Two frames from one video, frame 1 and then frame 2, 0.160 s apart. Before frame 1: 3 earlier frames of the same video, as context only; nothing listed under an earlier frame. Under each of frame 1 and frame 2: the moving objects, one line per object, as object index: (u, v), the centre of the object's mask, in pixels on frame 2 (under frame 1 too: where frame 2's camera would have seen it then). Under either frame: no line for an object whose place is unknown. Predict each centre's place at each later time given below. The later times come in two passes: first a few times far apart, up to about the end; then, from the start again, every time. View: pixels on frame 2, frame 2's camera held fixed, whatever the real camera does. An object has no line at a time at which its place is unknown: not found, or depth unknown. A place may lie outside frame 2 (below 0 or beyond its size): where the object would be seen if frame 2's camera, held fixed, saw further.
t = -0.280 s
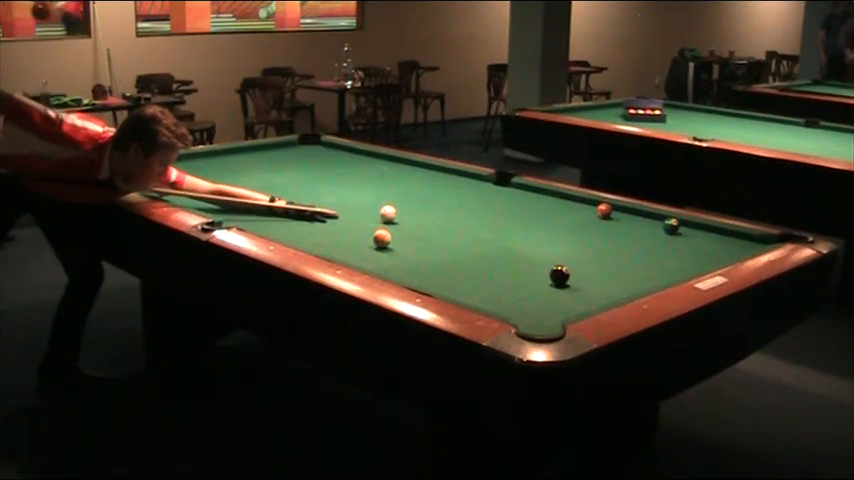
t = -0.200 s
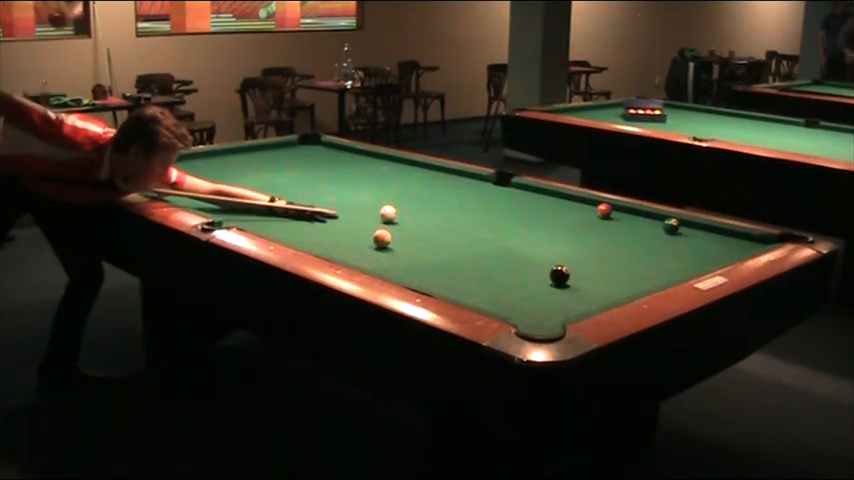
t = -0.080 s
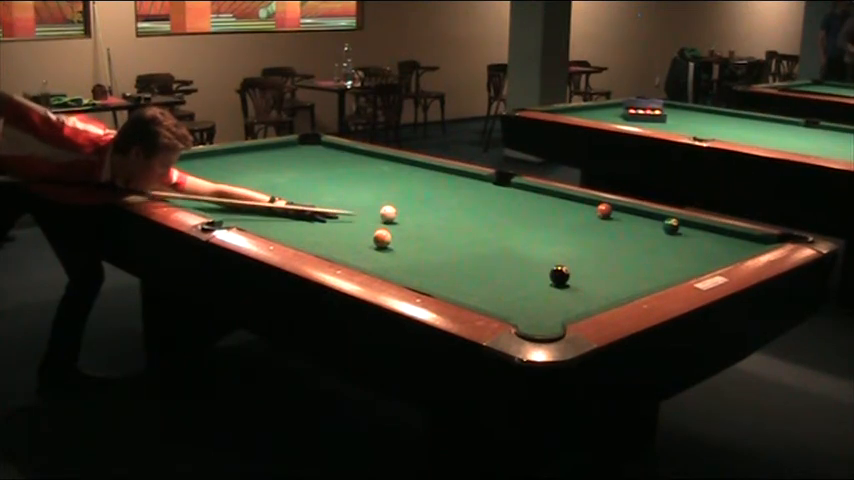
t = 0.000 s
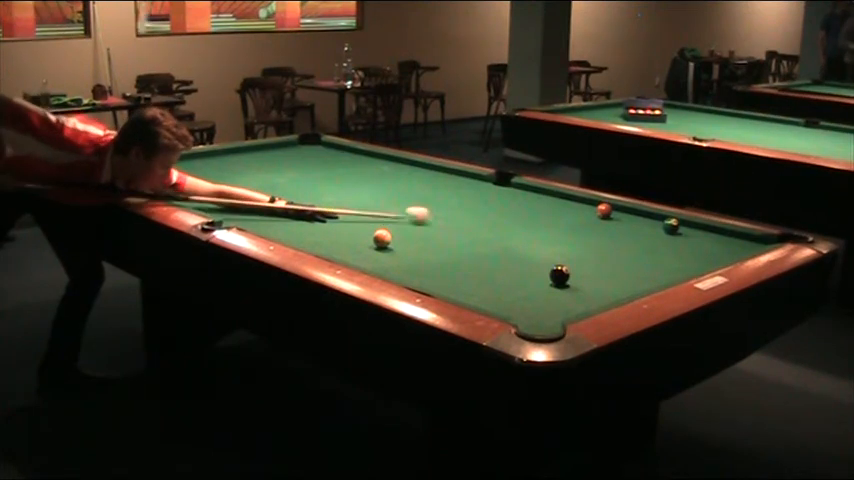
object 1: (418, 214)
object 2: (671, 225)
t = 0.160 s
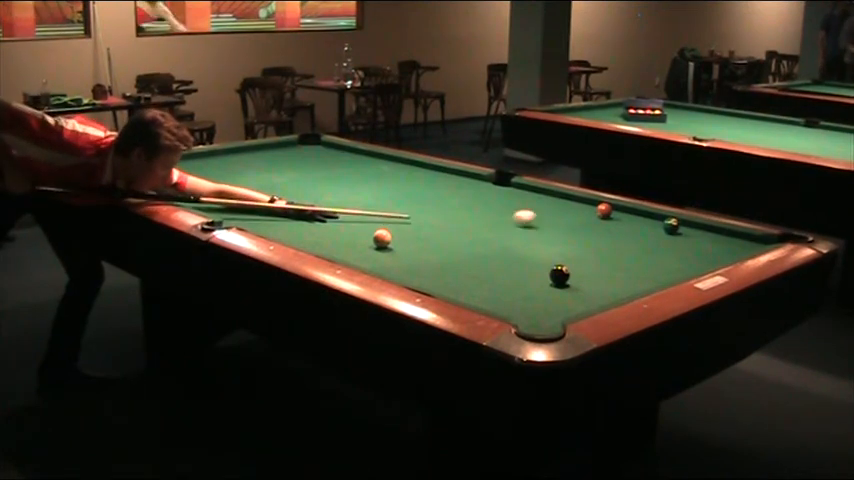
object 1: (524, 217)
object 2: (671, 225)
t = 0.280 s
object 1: (593, 220)
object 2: (671, 225)
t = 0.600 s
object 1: (661, 217)
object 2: (720, 233)
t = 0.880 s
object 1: (627, 219)
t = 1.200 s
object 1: (590, 221)
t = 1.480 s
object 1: (558, 222)
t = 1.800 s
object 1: (523, 223)
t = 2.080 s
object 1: (493, 224)
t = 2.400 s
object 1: (461, 225)
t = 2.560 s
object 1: (446, 225)
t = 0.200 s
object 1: (548, 218)
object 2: (671, 225)
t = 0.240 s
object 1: (571, 219)
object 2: (671, 225)
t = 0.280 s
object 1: (593, 220)
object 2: (671, 225)
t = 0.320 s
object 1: (613, 221)
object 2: (671, 225)
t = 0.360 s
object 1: (631, 222)
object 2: (671, 225)
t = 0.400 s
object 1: (649, 222)
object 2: (671, 225)
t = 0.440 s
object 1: (657, 221)
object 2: (679, 227)
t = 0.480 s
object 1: (662, 220)
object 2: (692, 228)
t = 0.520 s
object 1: (666, 219)
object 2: (702, 231)
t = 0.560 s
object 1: (667, 218)
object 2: (711, 233)
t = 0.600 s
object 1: (661, 217)
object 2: (720, 233)
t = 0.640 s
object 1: (656, 218)
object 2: (730, 235)
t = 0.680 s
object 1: (651, 218)
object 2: (739, 238)
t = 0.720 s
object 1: (646, 219)
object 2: (747, 238)
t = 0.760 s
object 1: (641, 219)
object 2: (755, 240)
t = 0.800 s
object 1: (637, 219)
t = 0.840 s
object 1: (632, 219)
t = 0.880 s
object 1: (627, 219)
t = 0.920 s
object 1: (622, 219)
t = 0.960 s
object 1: (618, 219)
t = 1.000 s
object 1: (613, 220)
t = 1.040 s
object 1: (608, 220)
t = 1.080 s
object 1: (603, 220)
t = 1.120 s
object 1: (598, 220)
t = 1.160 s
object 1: (594, 220)
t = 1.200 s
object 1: (590, 221)
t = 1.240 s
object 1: (585, 221)
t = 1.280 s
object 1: (580, 221)
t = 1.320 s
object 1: (576, 221)
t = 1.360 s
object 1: (571, 221)
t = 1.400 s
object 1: (567, 221)
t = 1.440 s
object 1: (562, 222)
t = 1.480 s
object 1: (558, 222)
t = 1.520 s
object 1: (553, 222)
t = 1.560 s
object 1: (549, 222)
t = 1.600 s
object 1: (544, 222)
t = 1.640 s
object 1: (540, 222)
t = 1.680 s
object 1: (536, 222)
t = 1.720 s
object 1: (532, 222)
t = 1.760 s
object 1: (527, 223)
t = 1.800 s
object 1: (523, 223)
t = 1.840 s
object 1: (518, 223)
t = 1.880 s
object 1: (514, 223)
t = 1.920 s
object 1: (510, 223)
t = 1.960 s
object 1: (505, 223)
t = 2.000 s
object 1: (501, 223)
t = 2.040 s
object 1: (497, 224)
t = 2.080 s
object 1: (493, 224)
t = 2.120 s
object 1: (489, 224)
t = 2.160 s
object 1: (485, 224)
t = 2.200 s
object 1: (481, 224)
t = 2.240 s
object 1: (477, 224)
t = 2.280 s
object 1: (473, 224)
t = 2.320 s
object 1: (469, 224)
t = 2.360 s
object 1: (465, 225)
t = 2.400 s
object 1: (461, 225)
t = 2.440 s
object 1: (457, 225)
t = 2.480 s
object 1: (453, 225)
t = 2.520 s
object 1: (449, 225)
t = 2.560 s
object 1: (446, 225)
